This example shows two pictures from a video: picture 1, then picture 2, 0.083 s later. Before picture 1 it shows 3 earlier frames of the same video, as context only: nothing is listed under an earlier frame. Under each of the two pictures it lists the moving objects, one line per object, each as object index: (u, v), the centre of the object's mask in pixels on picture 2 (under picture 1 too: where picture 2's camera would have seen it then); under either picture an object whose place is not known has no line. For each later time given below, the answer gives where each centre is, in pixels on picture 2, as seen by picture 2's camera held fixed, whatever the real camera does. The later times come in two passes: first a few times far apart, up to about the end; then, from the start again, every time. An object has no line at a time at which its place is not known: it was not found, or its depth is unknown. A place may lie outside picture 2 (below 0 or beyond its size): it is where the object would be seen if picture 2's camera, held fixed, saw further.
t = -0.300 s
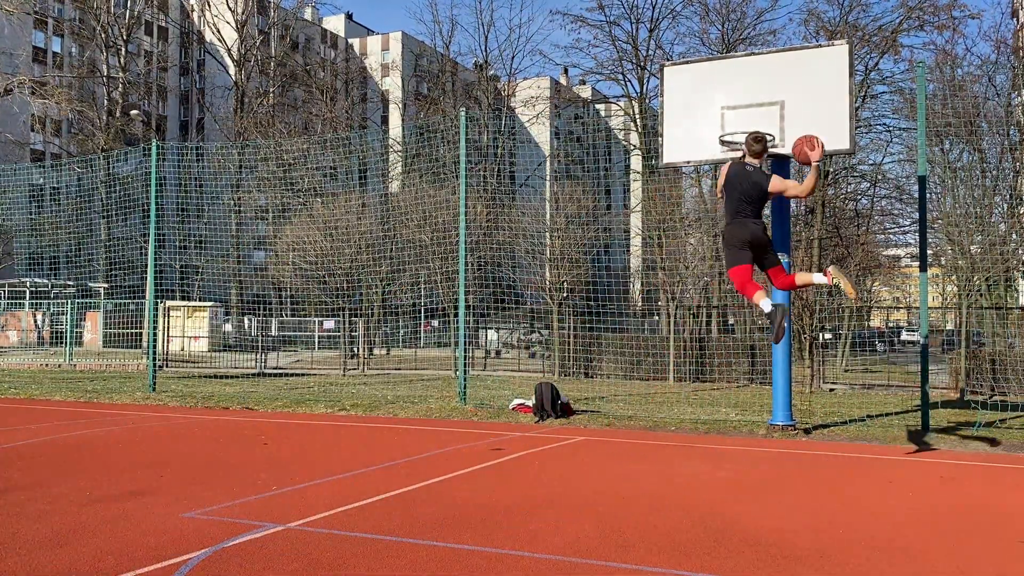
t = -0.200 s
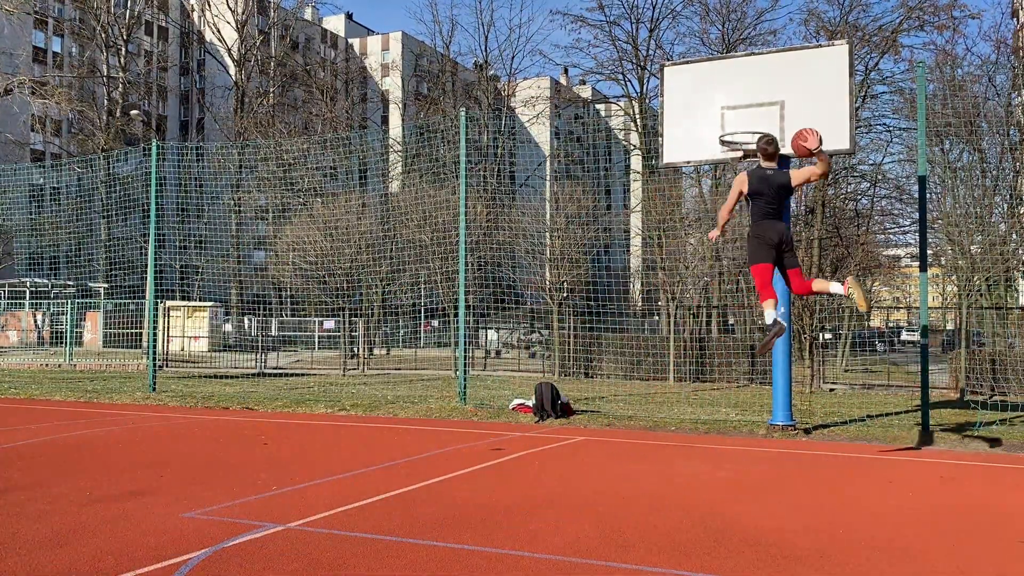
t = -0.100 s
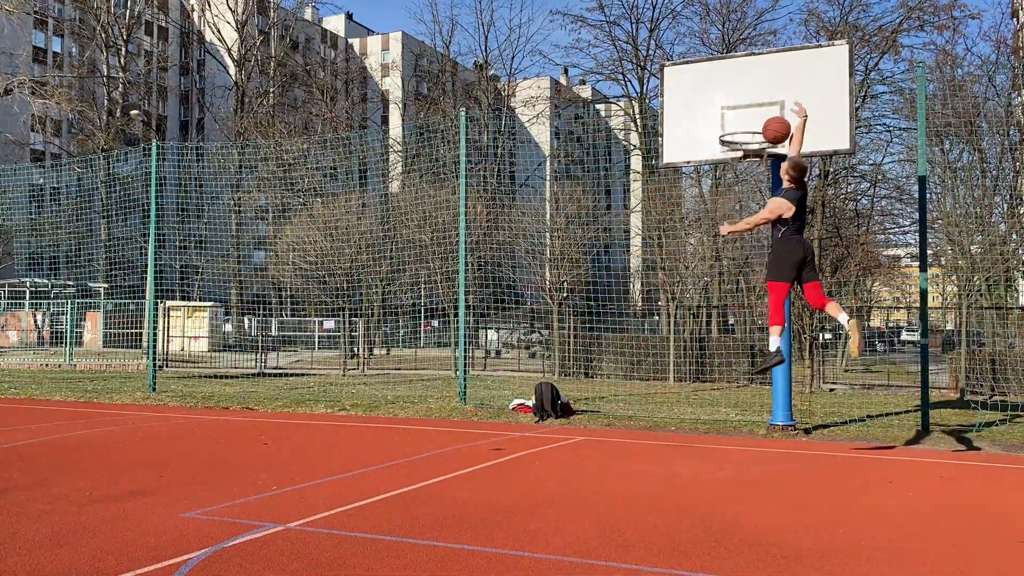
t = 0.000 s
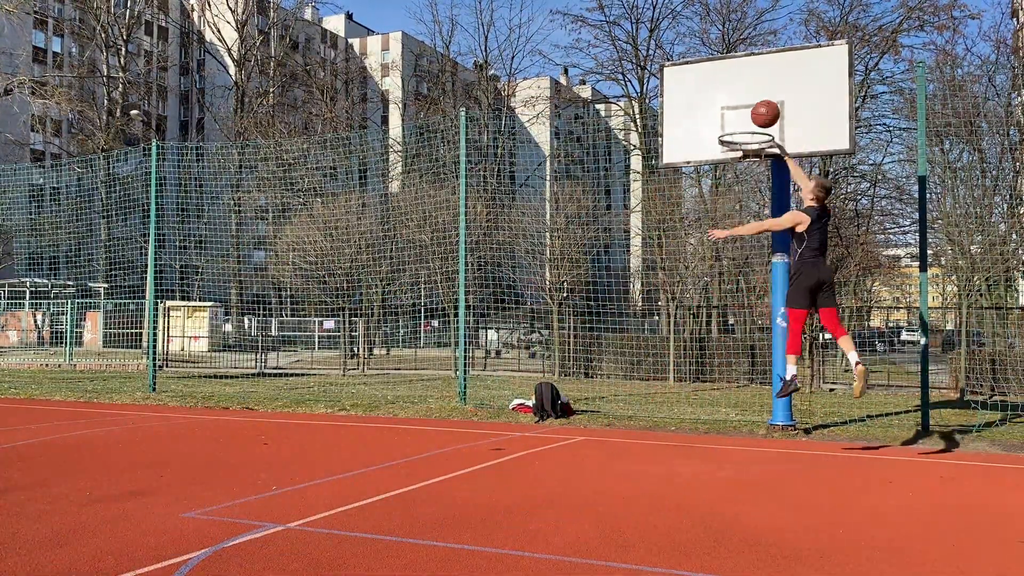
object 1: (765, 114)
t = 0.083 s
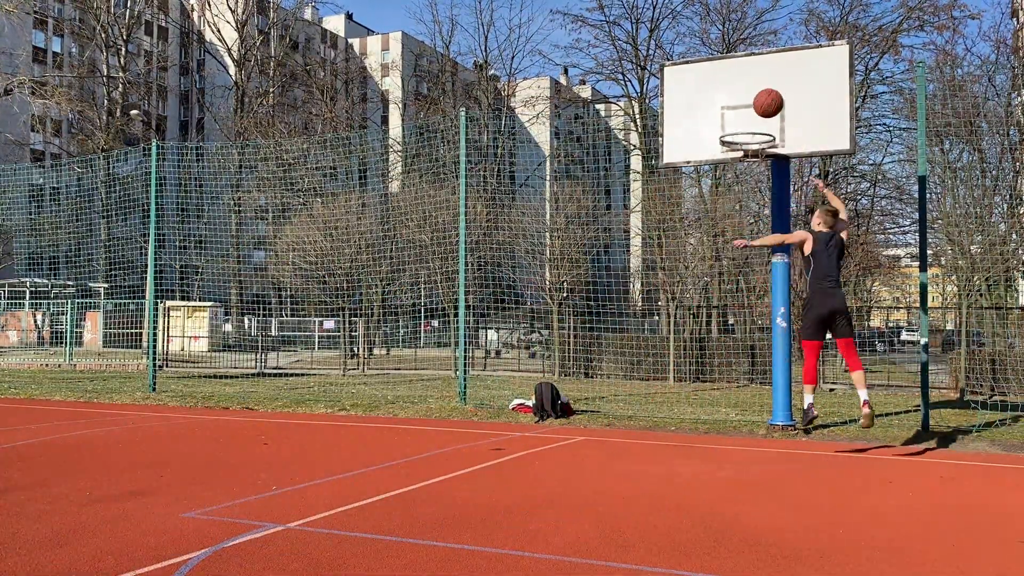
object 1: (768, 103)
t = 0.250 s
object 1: (775, 105)
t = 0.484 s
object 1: (786, 171)
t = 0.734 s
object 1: (803, 355)
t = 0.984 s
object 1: (818, 398)
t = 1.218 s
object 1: (828, 260)
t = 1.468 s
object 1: (841, 217)
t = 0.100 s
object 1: (769, 102)
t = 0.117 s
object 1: (769, 101)
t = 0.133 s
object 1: (770, 100)
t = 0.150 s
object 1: (771, 100)
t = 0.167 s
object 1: (771, 100)
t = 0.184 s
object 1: (772, 100)
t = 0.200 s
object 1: (773, 101)
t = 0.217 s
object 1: (773, 102)
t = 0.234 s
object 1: (774, 103)
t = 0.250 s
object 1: (775, 105)
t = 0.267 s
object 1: (776, 107)
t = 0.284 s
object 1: (776, 110)
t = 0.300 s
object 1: (777, 113)
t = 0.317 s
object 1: (778, 116)
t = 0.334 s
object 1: (779, 120)
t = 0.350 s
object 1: (779, 124)
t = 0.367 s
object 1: (780, 128)
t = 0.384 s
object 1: (781, 133)
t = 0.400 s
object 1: (782, 138)
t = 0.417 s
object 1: (783, 144)
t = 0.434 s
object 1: (784, 150)
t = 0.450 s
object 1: (784, 157)
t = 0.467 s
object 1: (785, 164)
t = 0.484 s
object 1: (786, 171)
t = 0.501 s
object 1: (787, 180)
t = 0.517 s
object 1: (788, 189)
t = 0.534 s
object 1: (789, 198)
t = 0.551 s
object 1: (790, 208)
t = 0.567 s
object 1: (791, 218)
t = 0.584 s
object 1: (792, 229)
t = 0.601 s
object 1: (793, 240)
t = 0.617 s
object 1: (794, 252)
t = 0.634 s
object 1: (796, 265)
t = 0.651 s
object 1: (797, 278)
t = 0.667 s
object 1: (798, 292)
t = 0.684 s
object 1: (799, 307)
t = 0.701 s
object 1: (800, 322)
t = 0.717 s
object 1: (802, 338)
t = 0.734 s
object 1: (803, 355)
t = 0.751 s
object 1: (805, 373)
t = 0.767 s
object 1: (806, 391)
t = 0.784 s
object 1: (807, 410)
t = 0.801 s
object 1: (808, 430)
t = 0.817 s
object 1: (811, 450)
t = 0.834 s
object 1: (813, 473)
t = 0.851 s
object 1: (814, 496)
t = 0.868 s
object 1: (815, 502)
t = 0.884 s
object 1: (816, 487)
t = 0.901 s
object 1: (817, 470)
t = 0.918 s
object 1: (817, 455)
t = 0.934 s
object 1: (817, 439)
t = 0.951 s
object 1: (817, 425)
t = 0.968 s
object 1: (817, 411)
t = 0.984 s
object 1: (818, 398)
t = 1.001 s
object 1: (819, 385)
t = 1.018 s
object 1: (820, 373)
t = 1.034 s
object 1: (820, 361)
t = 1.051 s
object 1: (821, 349)
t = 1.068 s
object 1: (822, 338)
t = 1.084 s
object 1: (822, 327)
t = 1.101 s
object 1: (823, 317)
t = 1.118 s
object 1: (824, 307)
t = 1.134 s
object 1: (825, 298)
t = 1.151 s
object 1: (825, 289)
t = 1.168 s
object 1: (826, 281)
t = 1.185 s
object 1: (827, 274)
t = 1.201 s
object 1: (828, 267)
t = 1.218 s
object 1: (828, 260)
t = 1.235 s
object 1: (829, 253)
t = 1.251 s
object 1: (830, 248)
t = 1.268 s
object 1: (831, 242)
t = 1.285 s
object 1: (832, 238)
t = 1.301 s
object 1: (832, 233)
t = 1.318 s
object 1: (833, 229)
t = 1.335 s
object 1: (834, 226)
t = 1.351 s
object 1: (835, 223)
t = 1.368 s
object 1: (835, 221)
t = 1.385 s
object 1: (836, 218)
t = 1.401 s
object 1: (837, 217)
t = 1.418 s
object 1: (838, 217)
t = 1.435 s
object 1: (839, 216)
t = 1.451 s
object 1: (840, 216)
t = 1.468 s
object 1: (841, 217)
